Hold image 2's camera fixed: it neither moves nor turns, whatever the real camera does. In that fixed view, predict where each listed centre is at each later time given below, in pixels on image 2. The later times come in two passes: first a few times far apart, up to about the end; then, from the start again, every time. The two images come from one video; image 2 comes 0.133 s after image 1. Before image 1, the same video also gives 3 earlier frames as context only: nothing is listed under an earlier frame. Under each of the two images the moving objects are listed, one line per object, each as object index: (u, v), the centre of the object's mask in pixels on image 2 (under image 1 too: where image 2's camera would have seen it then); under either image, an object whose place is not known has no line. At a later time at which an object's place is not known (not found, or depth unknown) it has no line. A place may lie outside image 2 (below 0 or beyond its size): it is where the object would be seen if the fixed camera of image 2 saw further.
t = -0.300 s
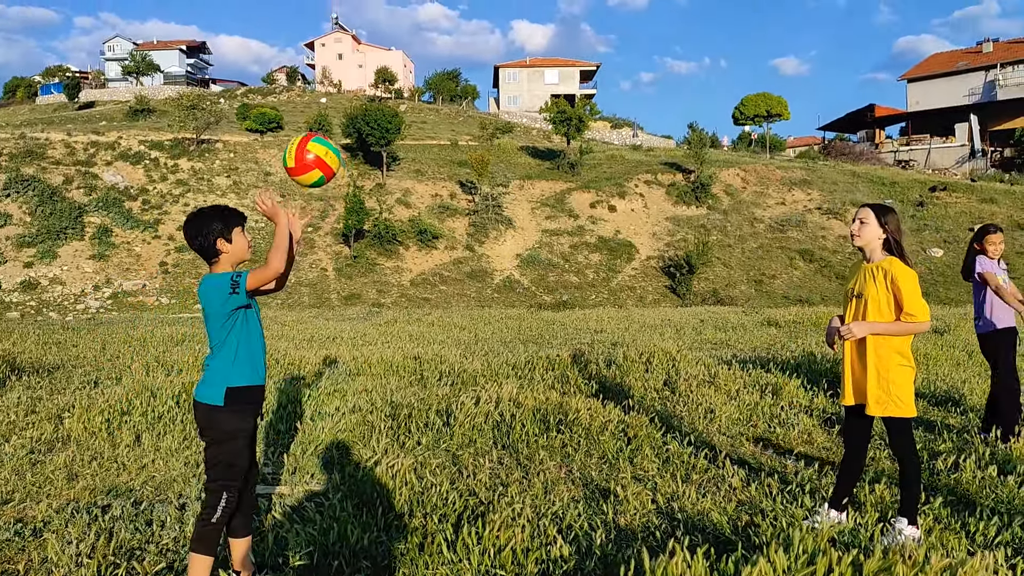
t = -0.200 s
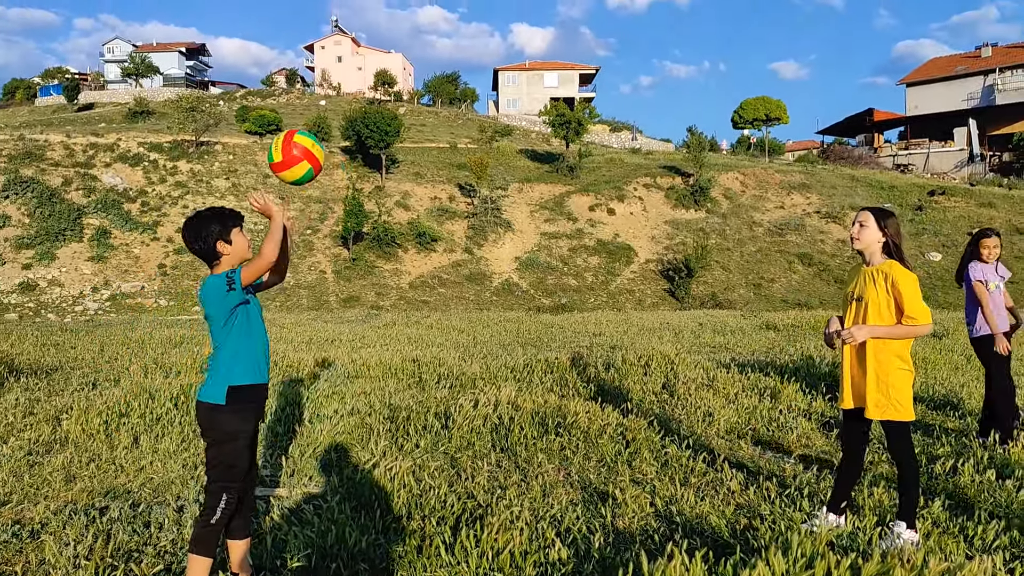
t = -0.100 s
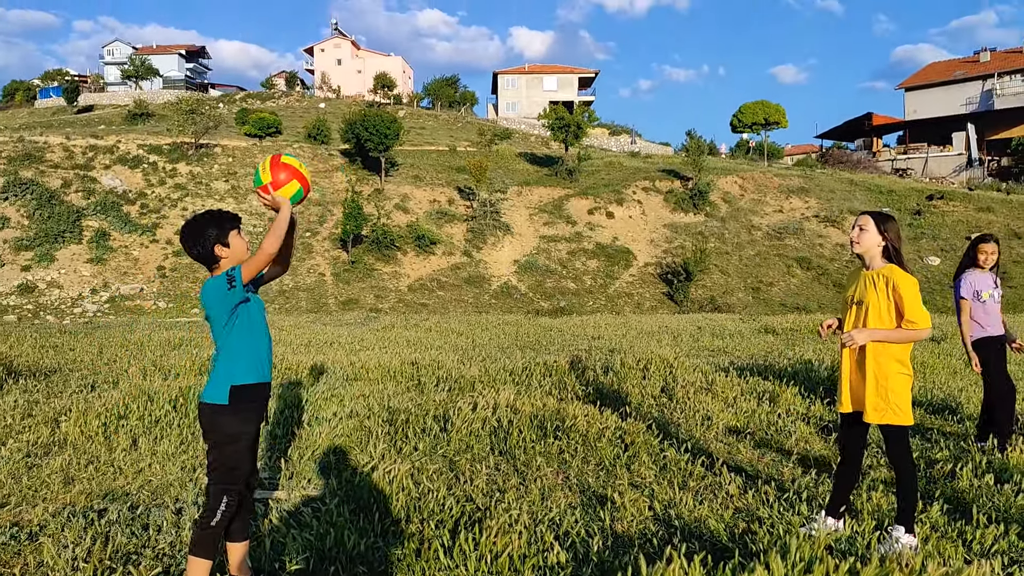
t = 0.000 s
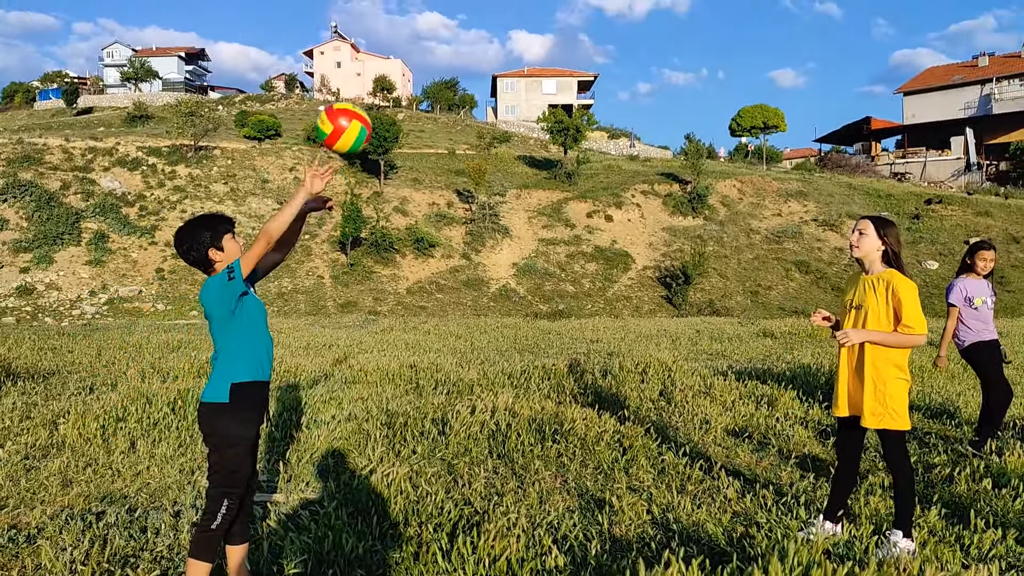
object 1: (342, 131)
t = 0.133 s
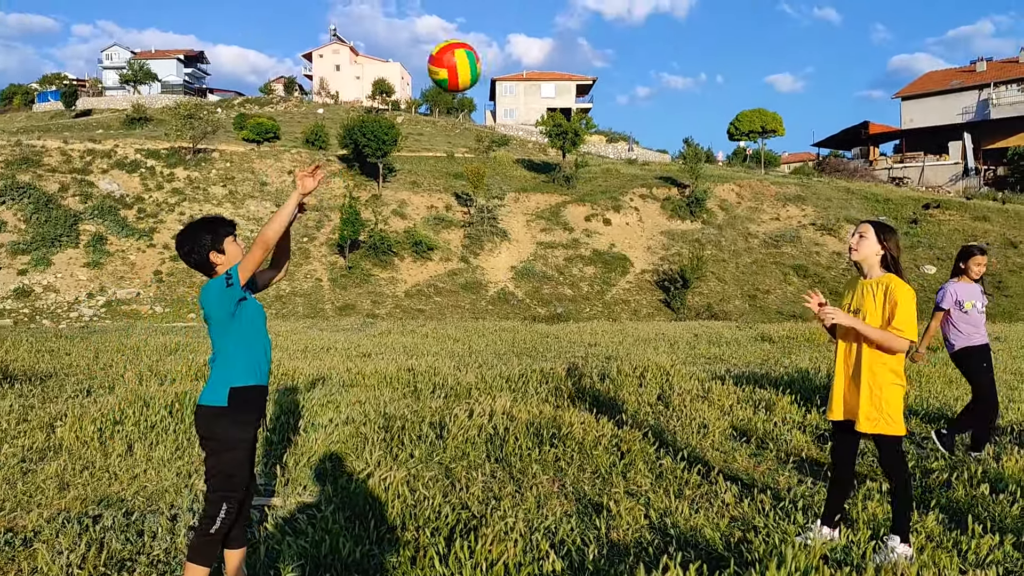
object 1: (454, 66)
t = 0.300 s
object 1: (589, 48)
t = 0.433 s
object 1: (692, 81)
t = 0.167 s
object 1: (482, 57)
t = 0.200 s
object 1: (509, 50)
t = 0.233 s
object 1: (536, 47)
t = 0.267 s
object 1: (562, 46)
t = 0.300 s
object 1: (589, 48)
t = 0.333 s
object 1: (615, 52)
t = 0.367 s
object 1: (641, 59)
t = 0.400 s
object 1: (667, 69)
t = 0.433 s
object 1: (692, 81)
